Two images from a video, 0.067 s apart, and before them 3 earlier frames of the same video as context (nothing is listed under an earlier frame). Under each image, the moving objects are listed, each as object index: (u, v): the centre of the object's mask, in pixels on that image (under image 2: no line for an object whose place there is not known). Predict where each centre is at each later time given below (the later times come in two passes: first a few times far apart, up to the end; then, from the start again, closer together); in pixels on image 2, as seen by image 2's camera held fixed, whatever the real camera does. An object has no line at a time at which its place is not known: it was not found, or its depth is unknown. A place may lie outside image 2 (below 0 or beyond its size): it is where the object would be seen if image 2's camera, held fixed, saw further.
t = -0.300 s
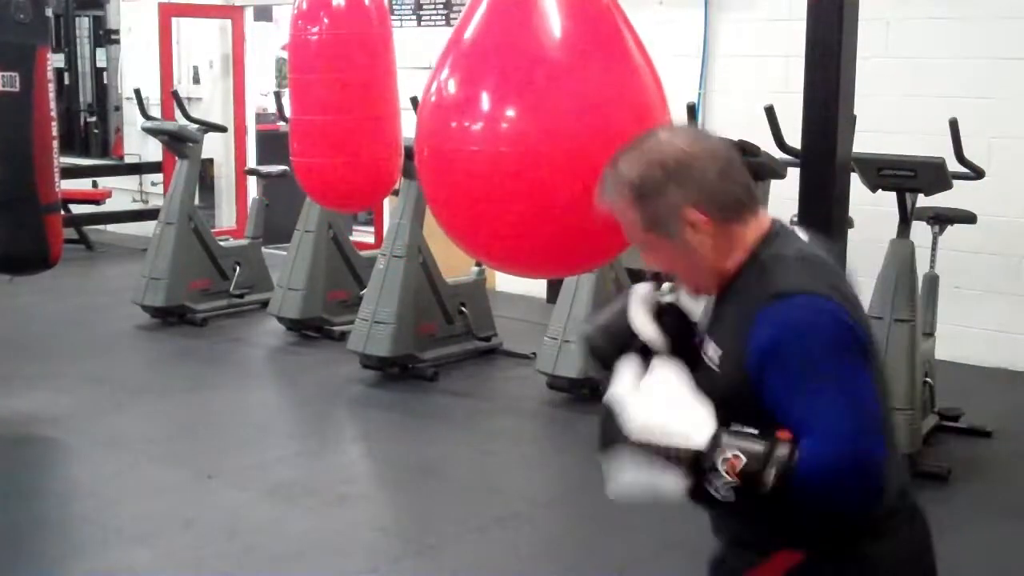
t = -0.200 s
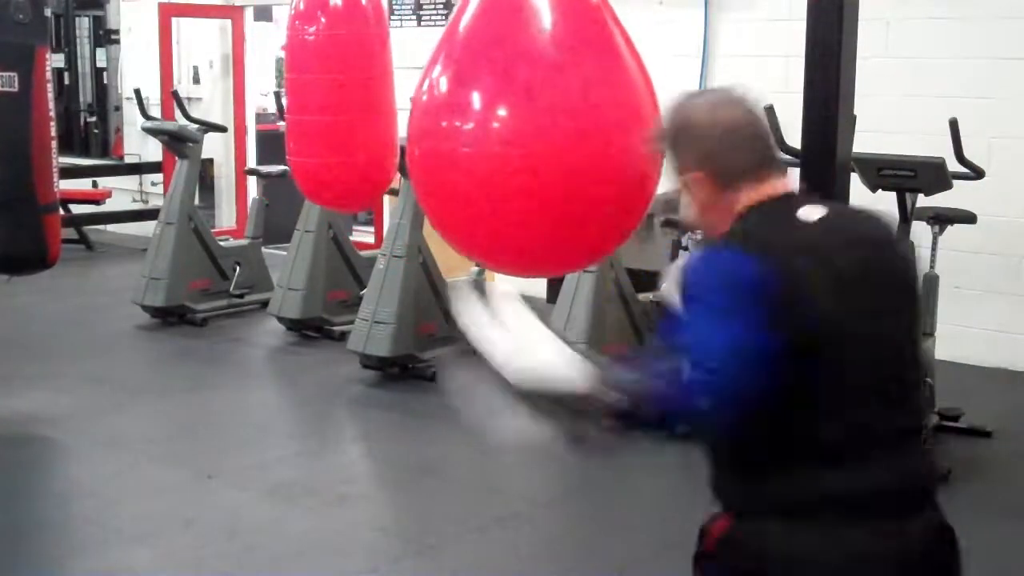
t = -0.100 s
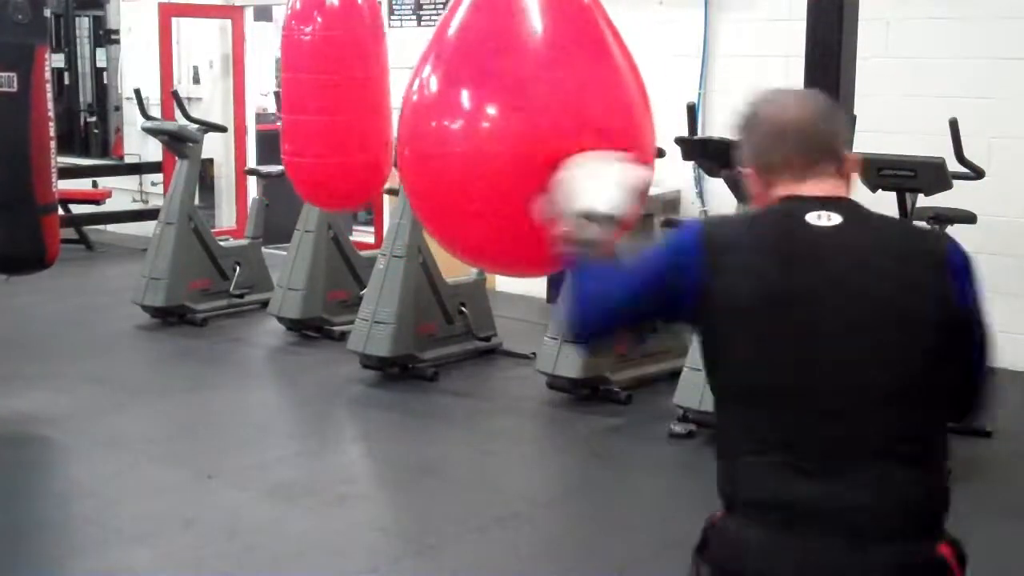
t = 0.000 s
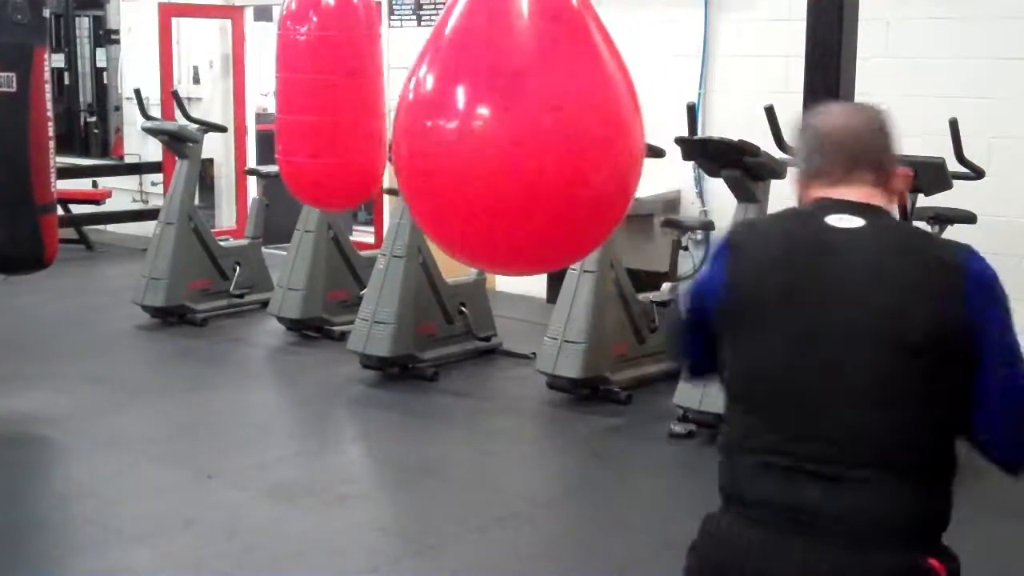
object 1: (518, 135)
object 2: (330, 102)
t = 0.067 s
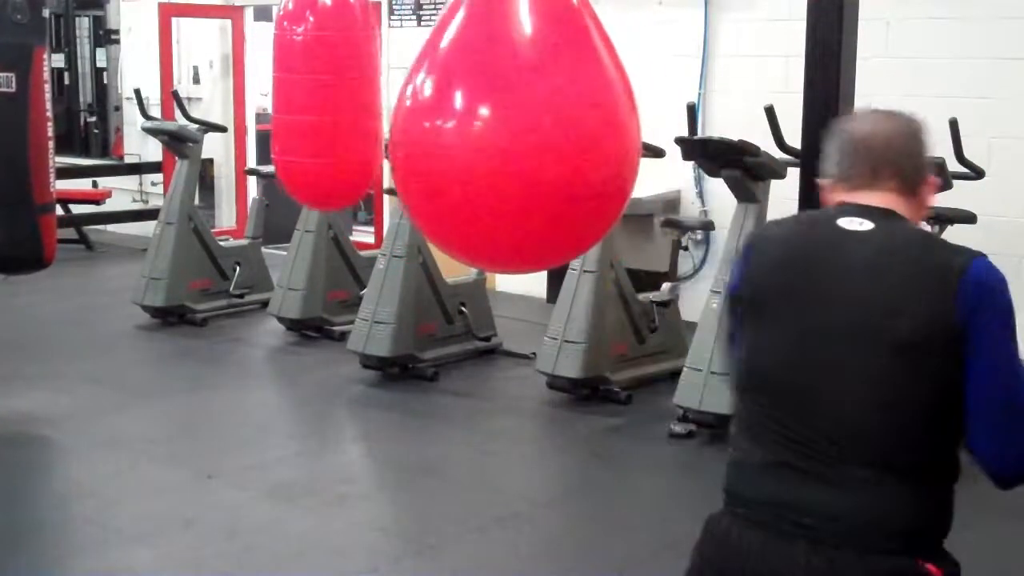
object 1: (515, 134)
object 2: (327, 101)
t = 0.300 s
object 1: (501, 132)
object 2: (314, 102)
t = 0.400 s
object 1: (497, 133)
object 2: (309, 102)
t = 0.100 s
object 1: (513, 134)
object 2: (325, 102)
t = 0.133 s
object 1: (511, 133)
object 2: (323, 102)
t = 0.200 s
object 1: (507, 132)
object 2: (319, 101)
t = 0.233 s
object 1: (505, 132)
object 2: (318, 102)
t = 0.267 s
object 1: (503, 132)
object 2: (316, 102)
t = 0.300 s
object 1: (501, 132)
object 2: (314, 102)
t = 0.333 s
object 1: (499, 133)
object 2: (312, 102)
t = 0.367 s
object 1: (498, 133)
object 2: (311, 101)
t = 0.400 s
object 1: (497, 133)
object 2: (309, 102)
